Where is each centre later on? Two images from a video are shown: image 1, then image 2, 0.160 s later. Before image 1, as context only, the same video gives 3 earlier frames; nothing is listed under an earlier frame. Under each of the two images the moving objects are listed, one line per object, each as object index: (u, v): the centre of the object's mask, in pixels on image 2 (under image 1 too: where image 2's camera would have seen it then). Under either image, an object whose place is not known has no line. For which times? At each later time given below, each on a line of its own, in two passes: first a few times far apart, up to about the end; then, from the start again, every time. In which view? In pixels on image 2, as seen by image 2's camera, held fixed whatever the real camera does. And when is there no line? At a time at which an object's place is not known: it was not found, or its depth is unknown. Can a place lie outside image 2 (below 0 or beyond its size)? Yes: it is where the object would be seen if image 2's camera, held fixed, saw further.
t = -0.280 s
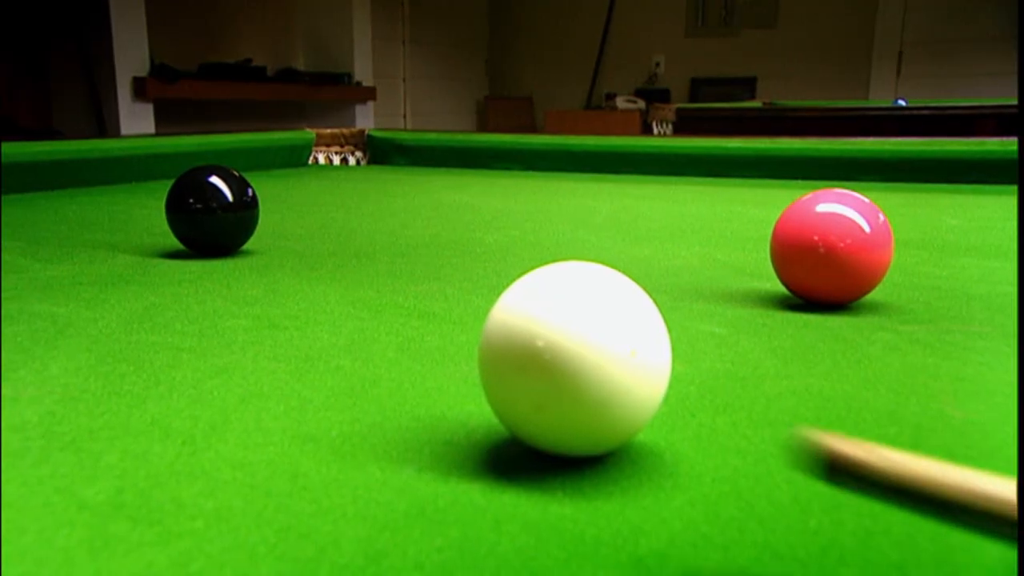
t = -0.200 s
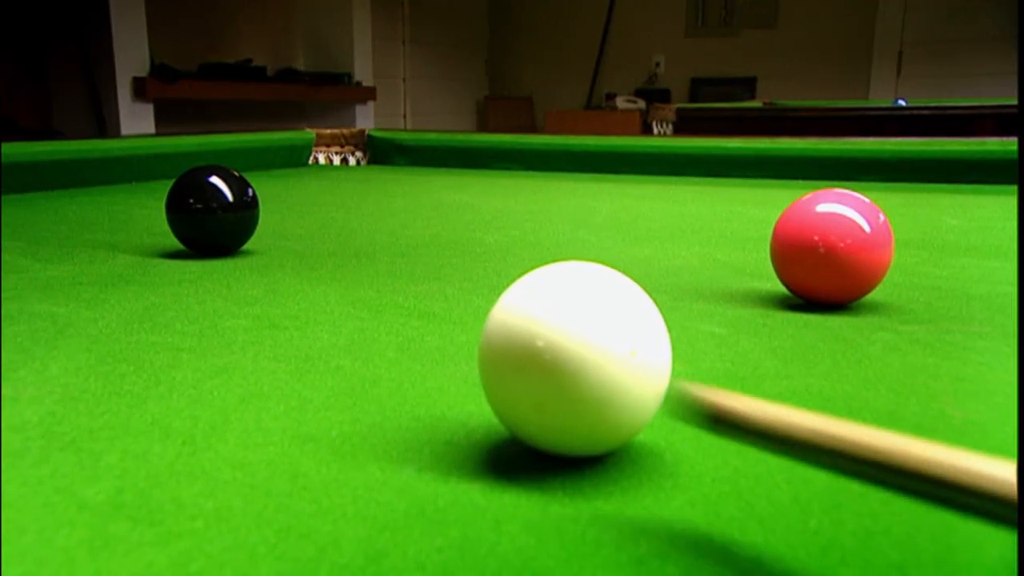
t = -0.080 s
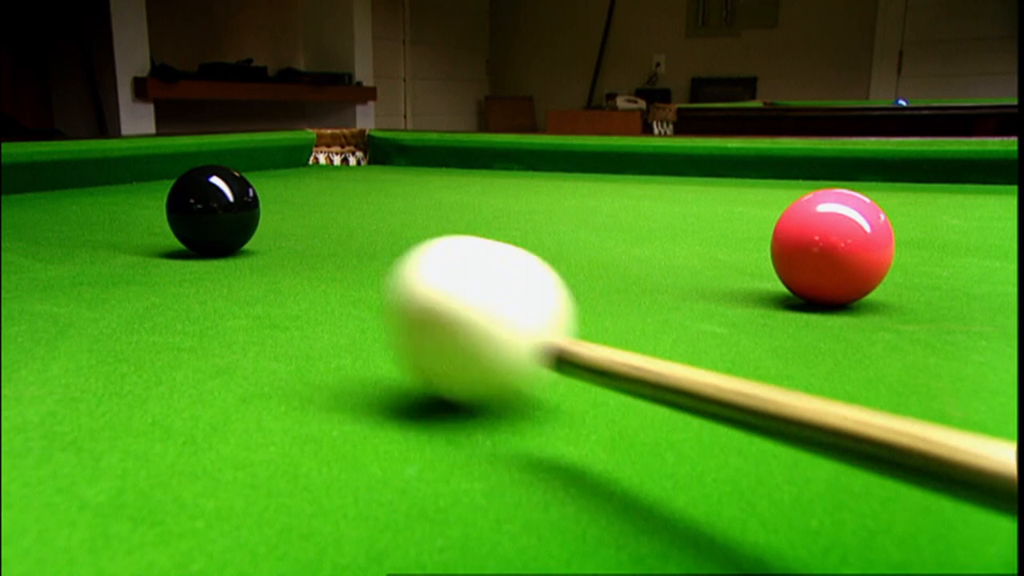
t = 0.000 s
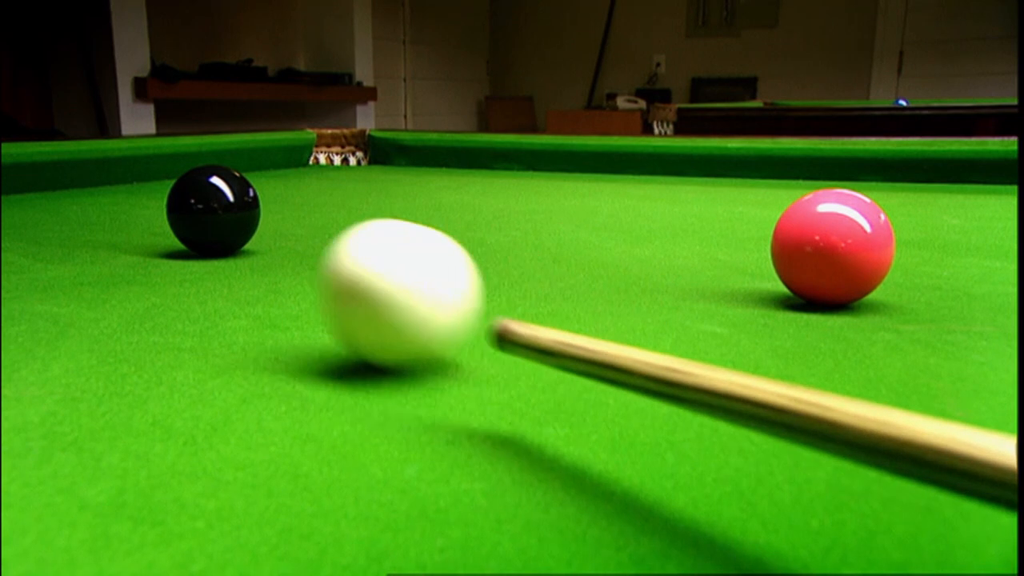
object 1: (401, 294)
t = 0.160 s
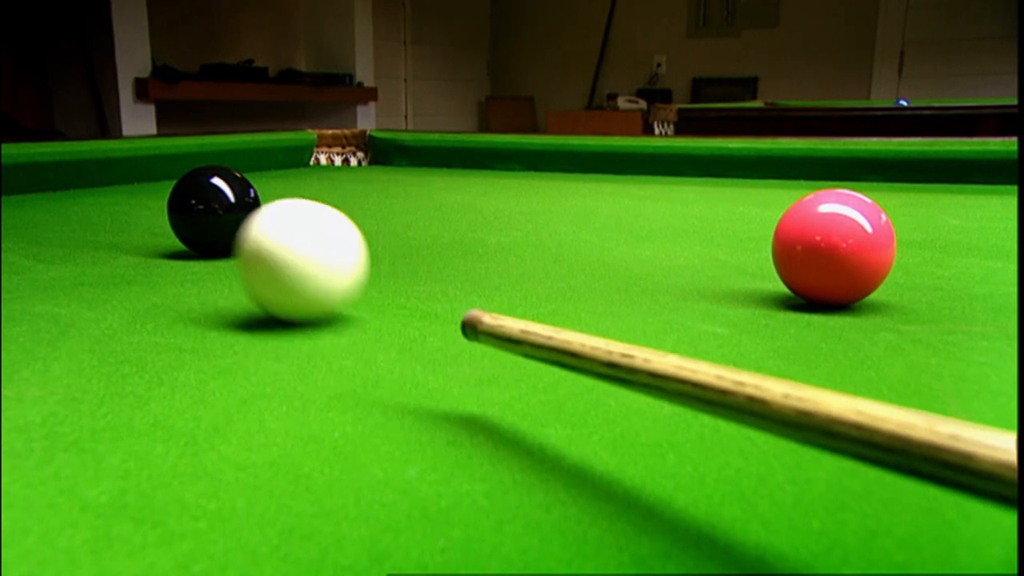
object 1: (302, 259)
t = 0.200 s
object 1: (283, 252)
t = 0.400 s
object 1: (208, 227)
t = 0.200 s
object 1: (283, 252)
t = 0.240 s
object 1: (265, 247)
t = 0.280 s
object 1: (249, 242)
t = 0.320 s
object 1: (234, 236)
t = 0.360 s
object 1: (221, 231)
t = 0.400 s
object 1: (208, 227)
